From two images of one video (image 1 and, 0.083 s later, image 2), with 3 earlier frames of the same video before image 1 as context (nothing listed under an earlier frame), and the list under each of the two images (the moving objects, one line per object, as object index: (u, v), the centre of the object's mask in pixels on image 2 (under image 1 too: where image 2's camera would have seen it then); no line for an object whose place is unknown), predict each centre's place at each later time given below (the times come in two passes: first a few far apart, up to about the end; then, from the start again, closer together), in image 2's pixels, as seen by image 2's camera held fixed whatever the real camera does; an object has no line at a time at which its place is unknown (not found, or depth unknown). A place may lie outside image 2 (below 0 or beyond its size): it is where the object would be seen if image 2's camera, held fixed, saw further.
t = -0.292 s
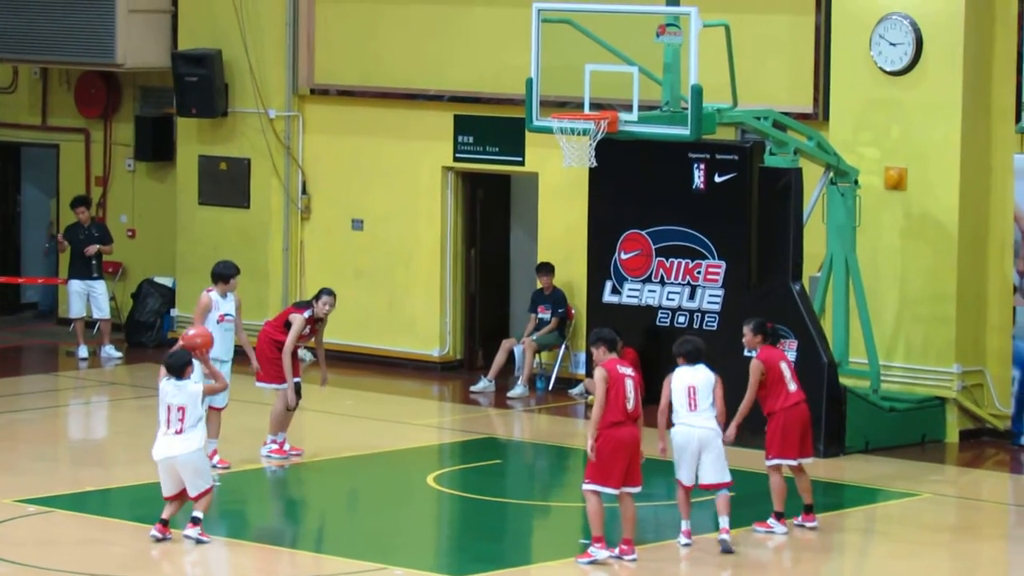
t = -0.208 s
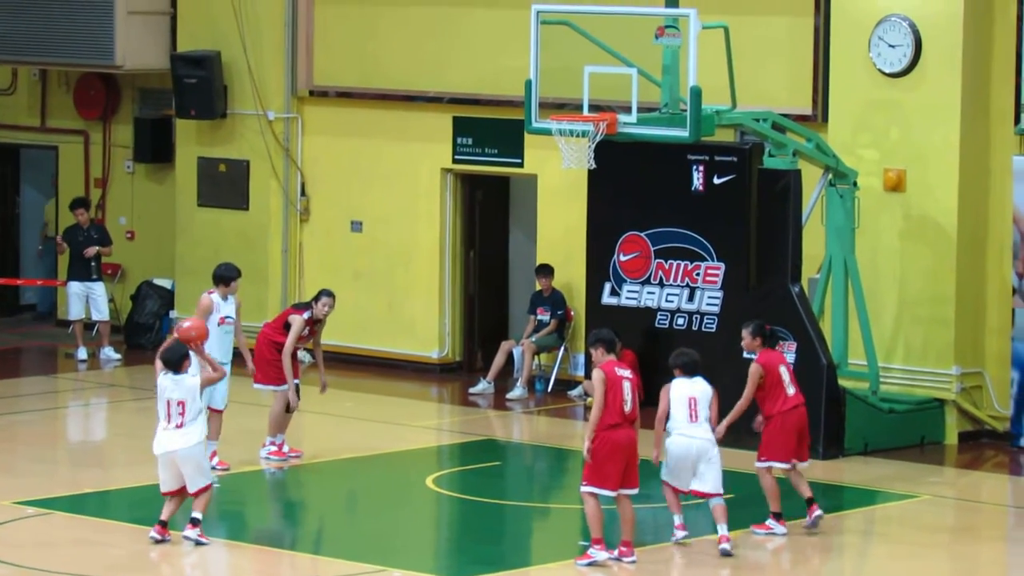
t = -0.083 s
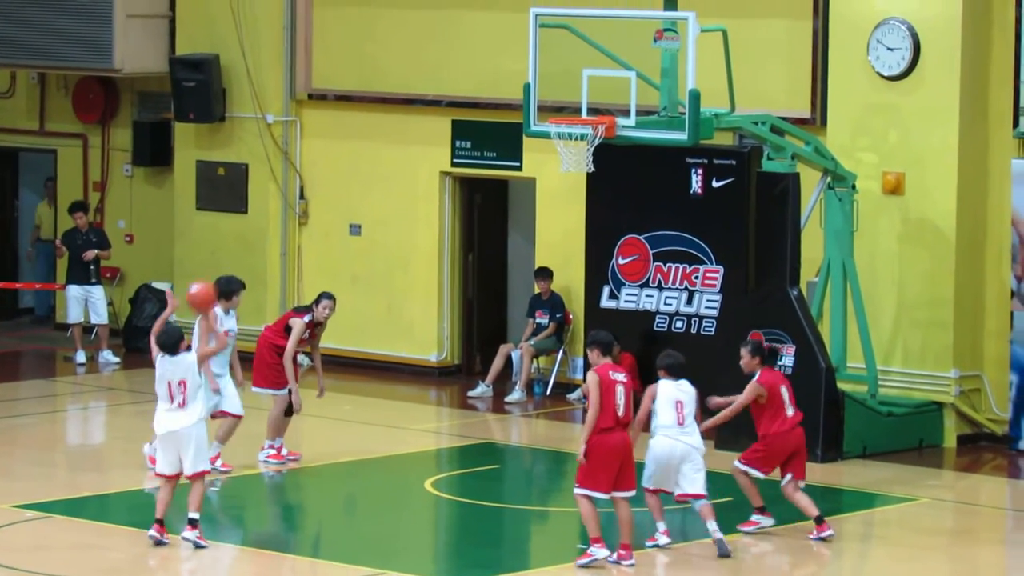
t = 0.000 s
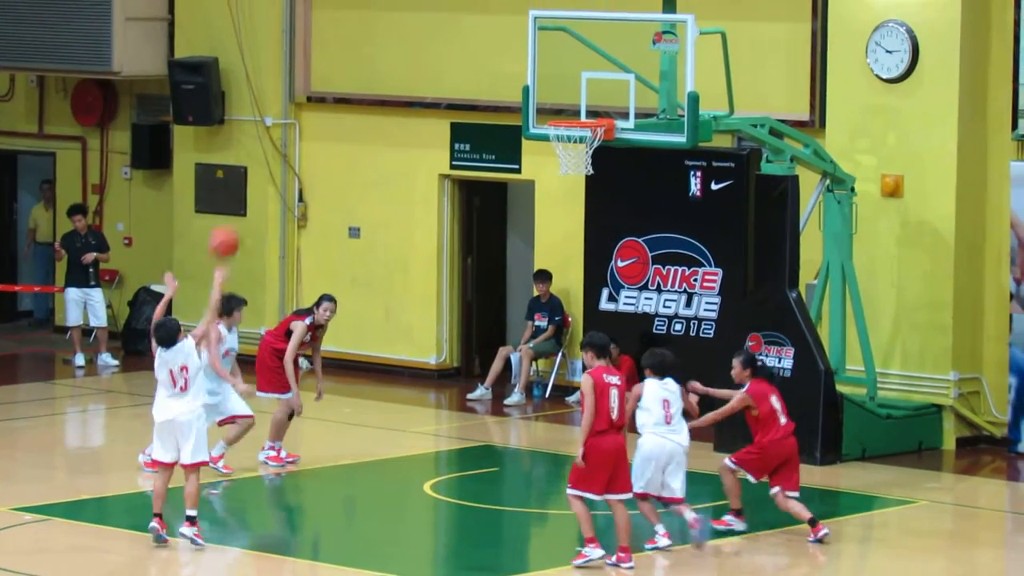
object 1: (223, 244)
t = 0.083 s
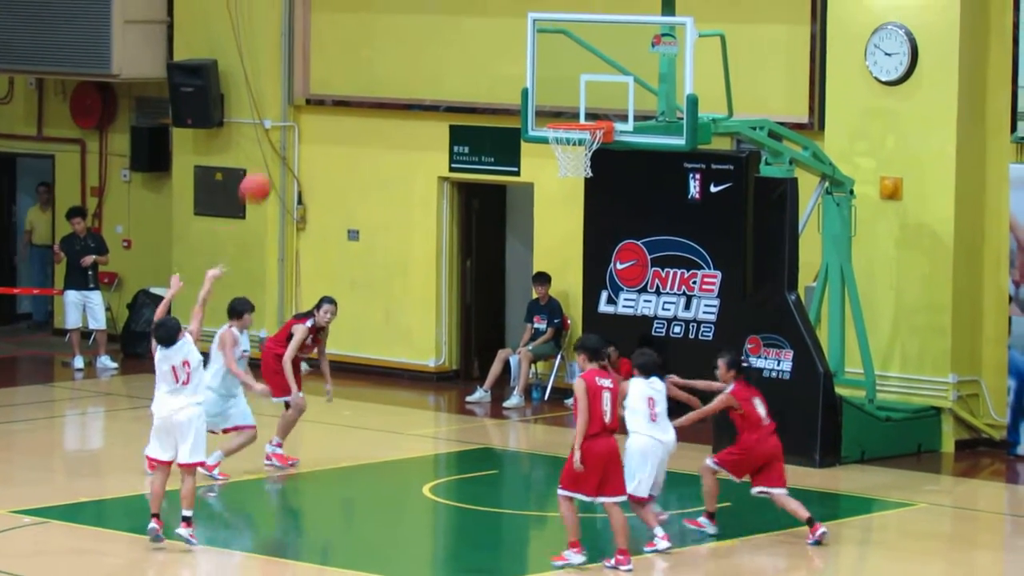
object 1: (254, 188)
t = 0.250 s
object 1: (320, 99)
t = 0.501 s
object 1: (411, 34)
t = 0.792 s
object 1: (511, 54)
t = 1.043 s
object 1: (590, 146)
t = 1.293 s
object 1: (579, 193)
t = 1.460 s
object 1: (569, 262)
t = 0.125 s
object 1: (272, 162)
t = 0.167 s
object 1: (288, 140)
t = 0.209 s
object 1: (305, 117)
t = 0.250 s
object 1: (320, 99)
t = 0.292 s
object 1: (336, 83)
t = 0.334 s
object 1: (351, 69)
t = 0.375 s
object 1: (366, 57)
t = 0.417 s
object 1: (381, 47)
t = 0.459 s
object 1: (396, 39)
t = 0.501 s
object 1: (411, 34)
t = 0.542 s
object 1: (426, 31)
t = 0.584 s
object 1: (441, 29)
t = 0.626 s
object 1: (455, 30)
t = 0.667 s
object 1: (469, 33)
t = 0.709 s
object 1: (483, 38)
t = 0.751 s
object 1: (498, 45)
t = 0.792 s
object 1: (511, 54)
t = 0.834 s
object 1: (525, 65)
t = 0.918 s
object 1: (552, 94)
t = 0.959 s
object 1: (566, 112)
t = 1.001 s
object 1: (577, 128)
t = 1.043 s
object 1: (590, 146)
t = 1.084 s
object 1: (593, 151)
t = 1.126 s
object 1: (588, 158)
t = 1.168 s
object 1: (587, 164)
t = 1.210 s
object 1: (584, 171)
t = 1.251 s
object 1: (582, 181)
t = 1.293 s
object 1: (579, 193)
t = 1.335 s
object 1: (577, 207)
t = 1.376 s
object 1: (575, 223)
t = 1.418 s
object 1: (572, 241)
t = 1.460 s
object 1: (569, 262)
